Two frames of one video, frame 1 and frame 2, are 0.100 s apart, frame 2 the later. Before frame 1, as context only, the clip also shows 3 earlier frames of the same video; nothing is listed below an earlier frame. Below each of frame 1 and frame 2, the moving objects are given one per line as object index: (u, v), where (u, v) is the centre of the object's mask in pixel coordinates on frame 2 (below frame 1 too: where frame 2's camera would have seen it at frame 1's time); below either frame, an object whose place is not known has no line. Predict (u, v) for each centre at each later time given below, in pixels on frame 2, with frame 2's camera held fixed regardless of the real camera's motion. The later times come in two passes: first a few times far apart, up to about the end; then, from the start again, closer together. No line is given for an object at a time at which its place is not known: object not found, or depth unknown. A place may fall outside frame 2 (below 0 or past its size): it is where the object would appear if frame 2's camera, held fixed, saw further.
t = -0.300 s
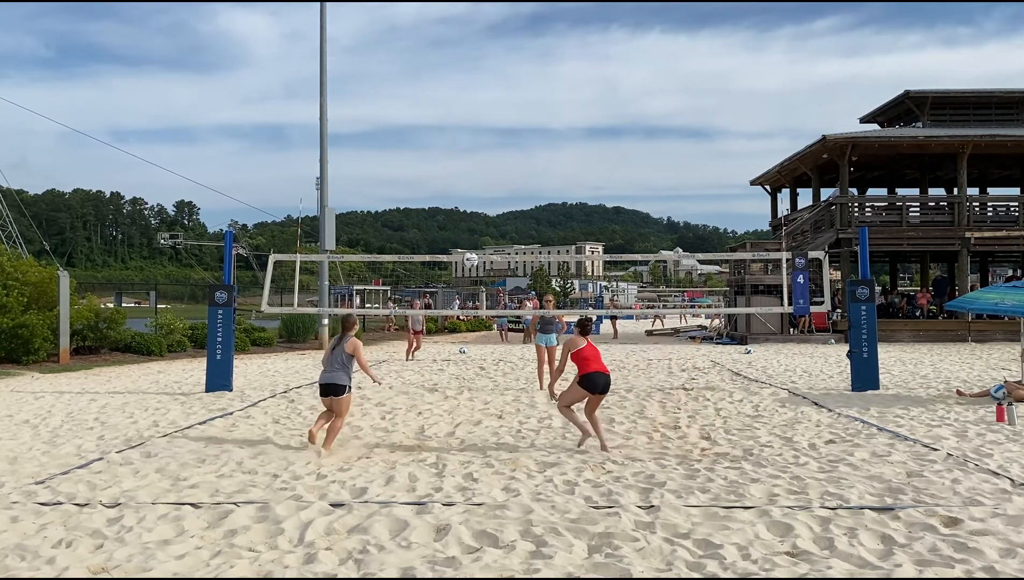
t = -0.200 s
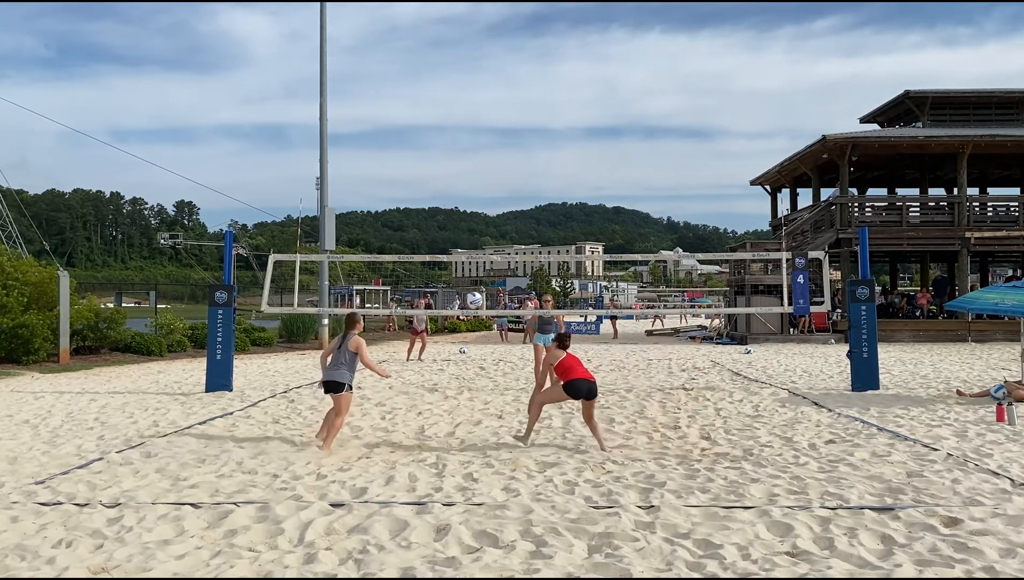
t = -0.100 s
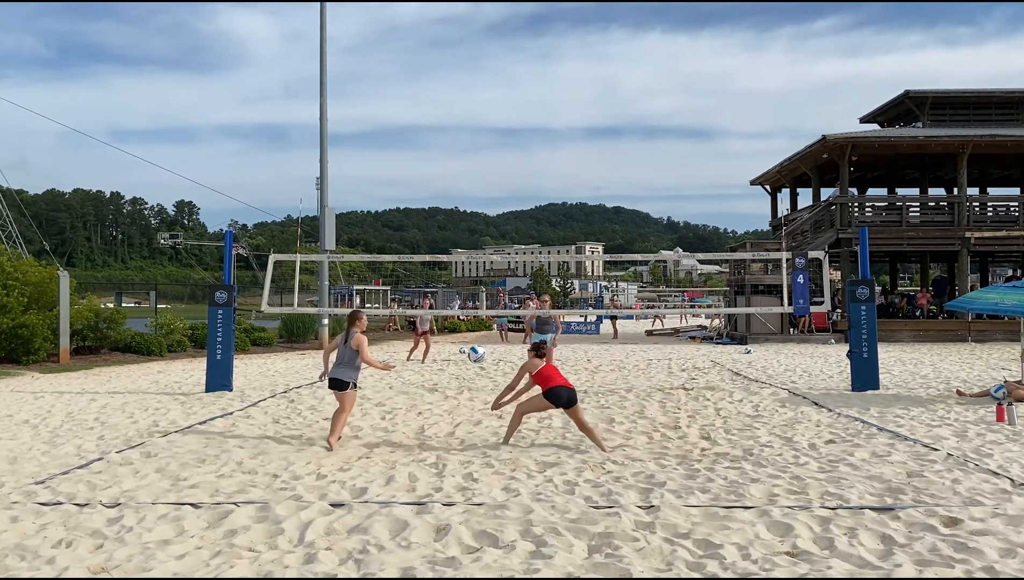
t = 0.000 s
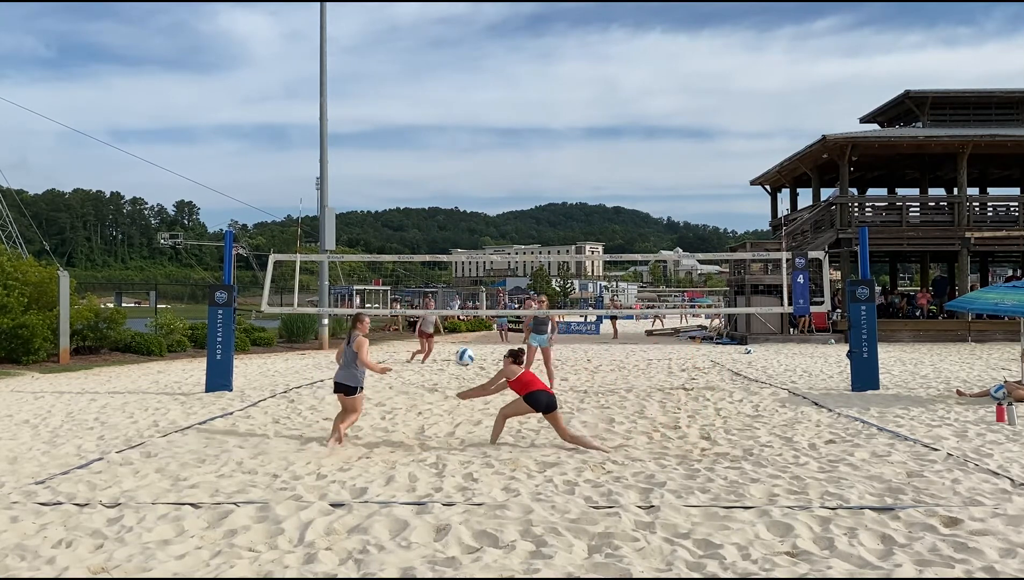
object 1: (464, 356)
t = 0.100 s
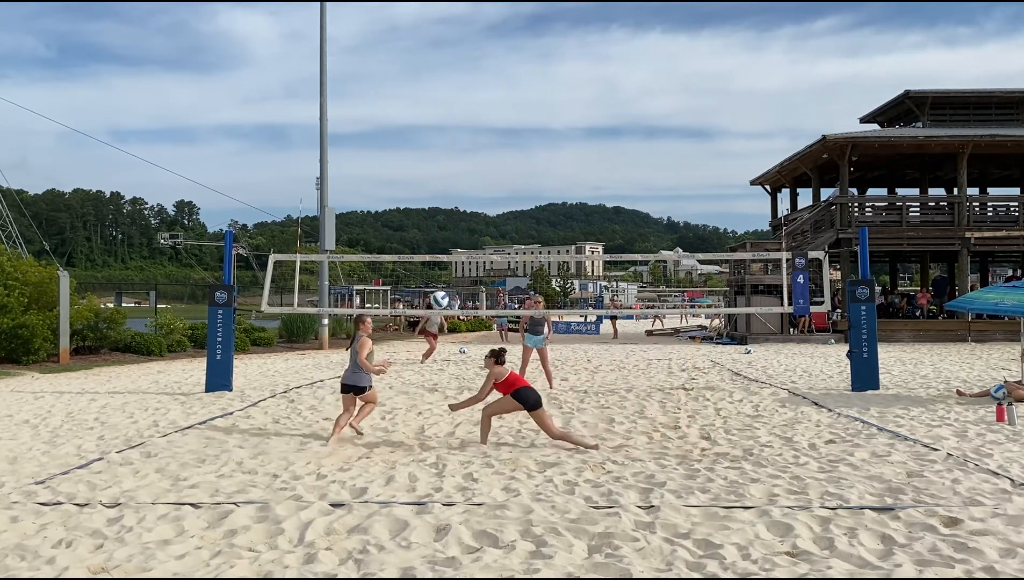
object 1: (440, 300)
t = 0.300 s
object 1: (398, 223)
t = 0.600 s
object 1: (349, 178)
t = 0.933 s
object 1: (308, 201)
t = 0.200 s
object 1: (418, 255)
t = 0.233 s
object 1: (411, 243)
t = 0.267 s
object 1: (404, 233)
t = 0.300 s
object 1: (398, 223)
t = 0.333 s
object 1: (392, 214)
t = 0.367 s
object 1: (386, 206)
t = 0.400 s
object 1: (380, 200)
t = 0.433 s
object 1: (375, 194)
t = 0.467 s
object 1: (369, 189)
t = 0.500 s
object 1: (364, 185)
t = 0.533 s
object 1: (359, 182)
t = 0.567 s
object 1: (354, 180)
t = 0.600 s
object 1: (349, 178)
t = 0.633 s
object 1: (344, 177)
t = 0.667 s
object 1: (340, 178)
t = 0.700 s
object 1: (336, 178)
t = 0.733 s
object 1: (332, 179)
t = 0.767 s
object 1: (327, 182)
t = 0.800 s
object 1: (323, 184)
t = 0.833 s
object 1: (319, 188)
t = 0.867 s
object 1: (315, 192)
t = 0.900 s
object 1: (311, 196)
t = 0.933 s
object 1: (308, 201)
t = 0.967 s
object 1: (304, 206)
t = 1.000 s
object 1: (301, 213)
